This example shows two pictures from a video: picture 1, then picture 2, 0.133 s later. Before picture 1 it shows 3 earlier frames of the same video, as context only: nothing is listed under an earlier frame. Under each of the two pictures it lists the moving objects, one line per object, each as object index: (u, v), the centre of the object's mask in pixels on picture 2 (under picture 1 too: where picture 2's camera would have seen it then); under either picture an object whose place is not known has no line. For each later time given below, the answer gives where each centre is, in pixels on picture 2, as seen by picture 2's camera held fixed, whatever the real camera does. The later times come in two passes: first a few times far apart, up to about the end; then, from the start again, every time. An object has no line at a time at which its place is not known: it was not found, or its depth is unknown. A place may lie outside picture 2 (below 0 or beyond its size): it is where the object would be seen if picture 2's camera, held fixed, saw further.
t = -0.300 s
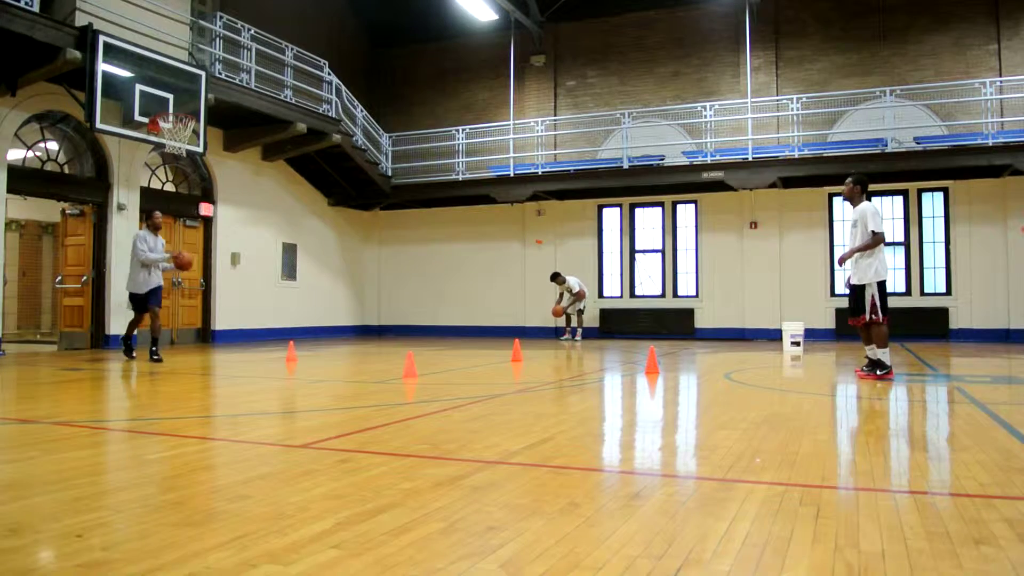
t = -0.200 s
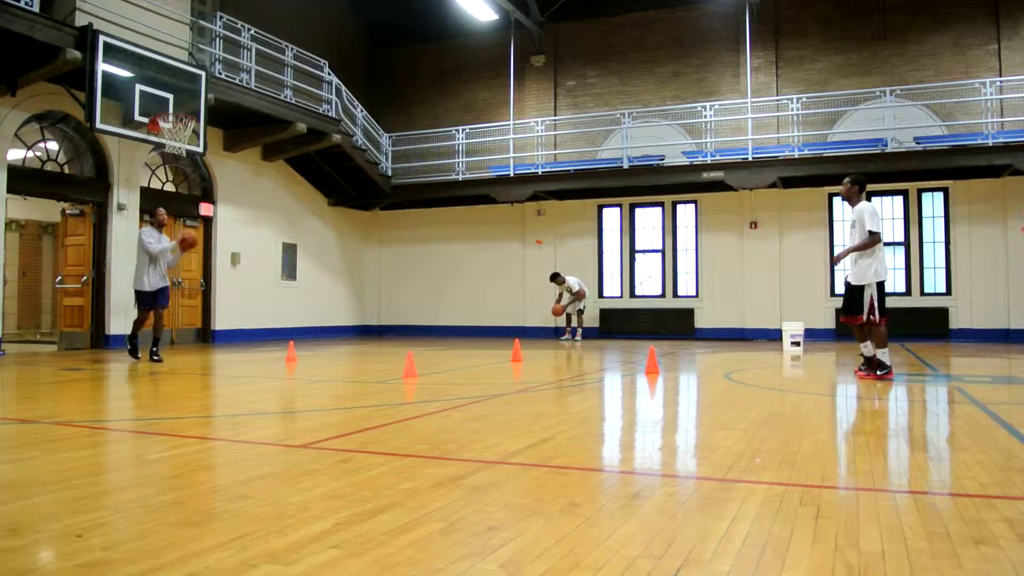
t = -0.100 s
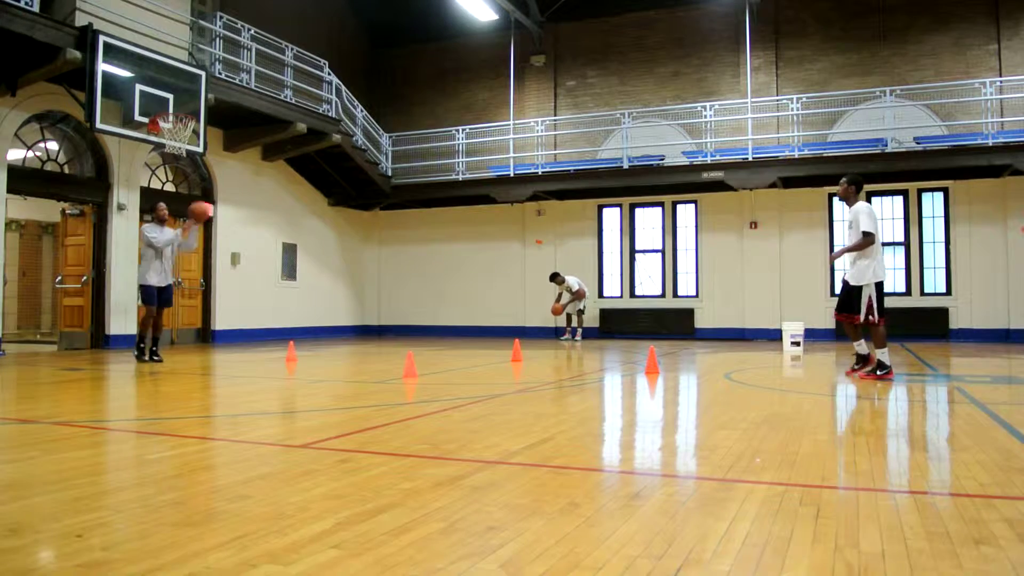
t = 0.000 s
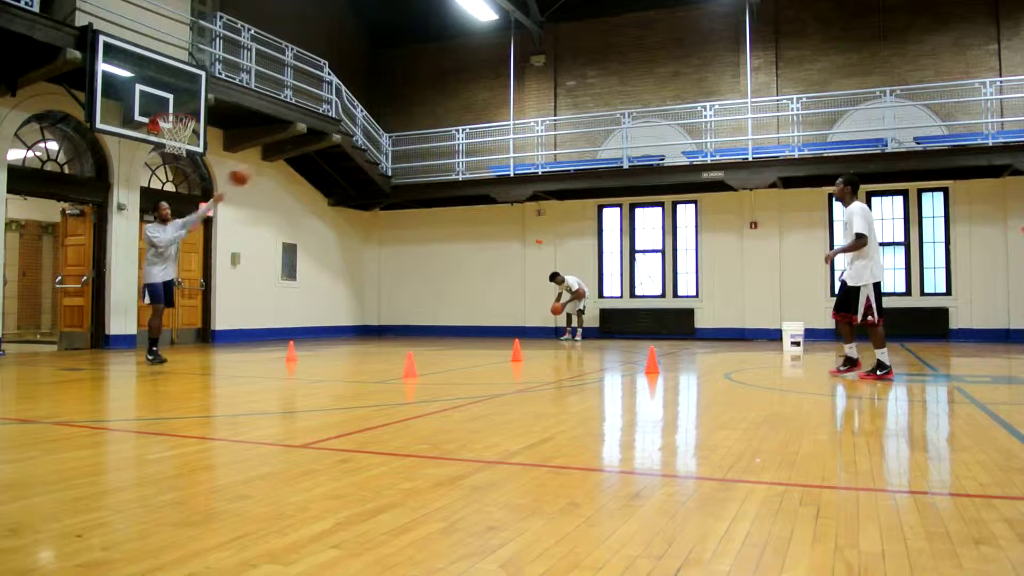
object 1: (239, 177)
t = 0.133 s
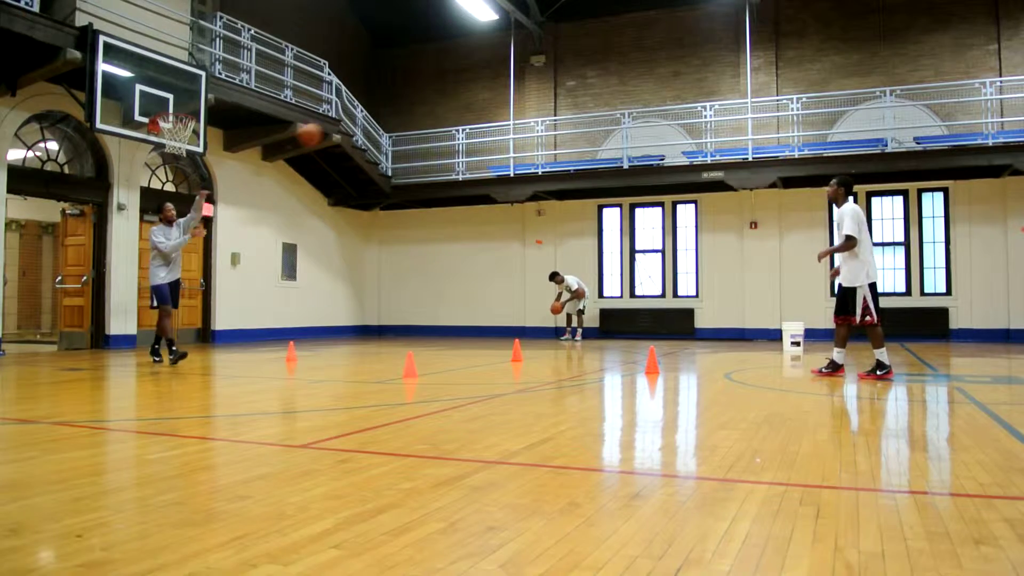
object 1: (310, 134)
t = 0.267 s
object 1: (384, 108)
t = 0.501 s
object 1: (528, 95)
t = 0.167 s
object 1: (328, 126)
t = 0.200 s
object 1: (345, 120)
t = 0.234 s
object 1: (366, 112)
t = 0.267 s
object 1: (384, 108)
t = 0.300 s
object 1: (404, 103)
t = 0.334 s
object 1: (424, 99)
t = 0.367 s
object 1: (443, 95)
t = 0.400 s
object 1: (464, 93)
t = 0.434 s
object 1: (485, 94)
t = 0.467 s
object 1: (507, 93)
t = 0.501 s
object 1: (528, 95)
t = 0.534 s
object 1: (550, 97)
